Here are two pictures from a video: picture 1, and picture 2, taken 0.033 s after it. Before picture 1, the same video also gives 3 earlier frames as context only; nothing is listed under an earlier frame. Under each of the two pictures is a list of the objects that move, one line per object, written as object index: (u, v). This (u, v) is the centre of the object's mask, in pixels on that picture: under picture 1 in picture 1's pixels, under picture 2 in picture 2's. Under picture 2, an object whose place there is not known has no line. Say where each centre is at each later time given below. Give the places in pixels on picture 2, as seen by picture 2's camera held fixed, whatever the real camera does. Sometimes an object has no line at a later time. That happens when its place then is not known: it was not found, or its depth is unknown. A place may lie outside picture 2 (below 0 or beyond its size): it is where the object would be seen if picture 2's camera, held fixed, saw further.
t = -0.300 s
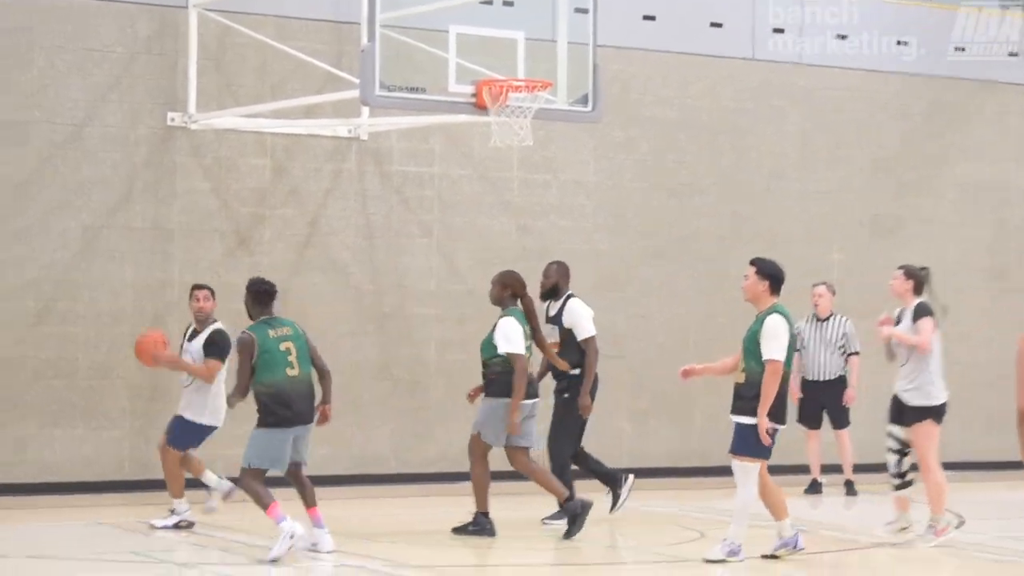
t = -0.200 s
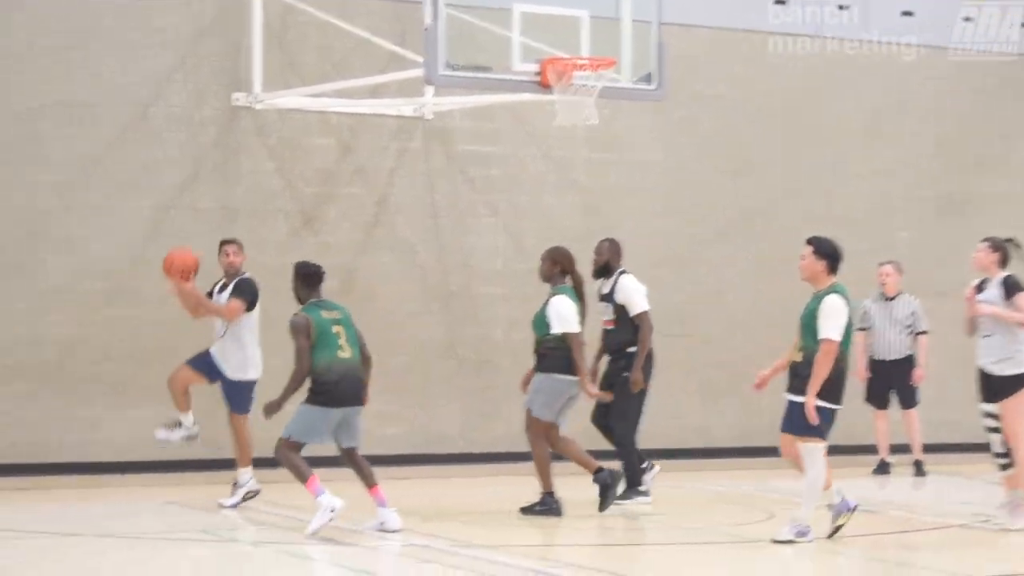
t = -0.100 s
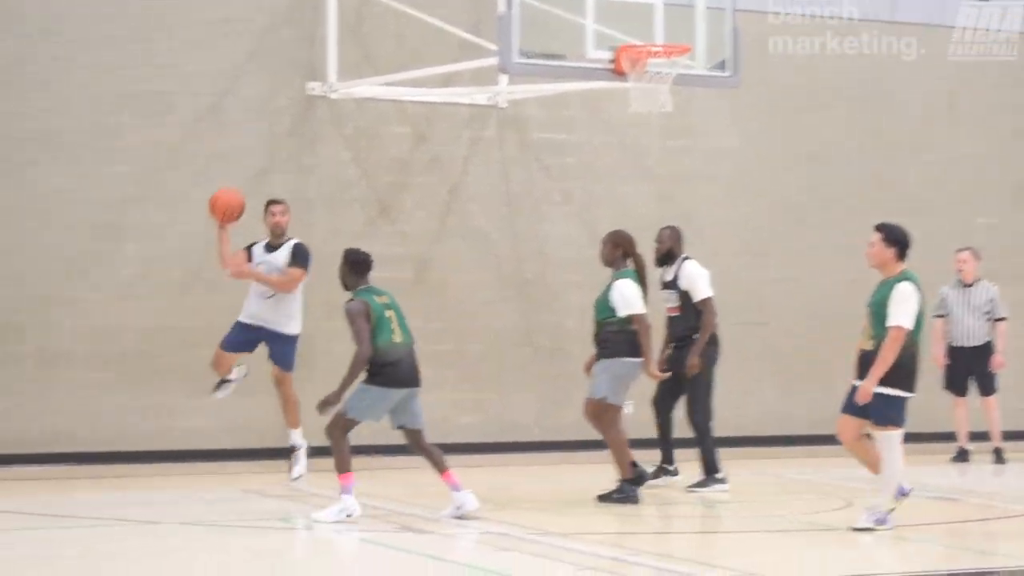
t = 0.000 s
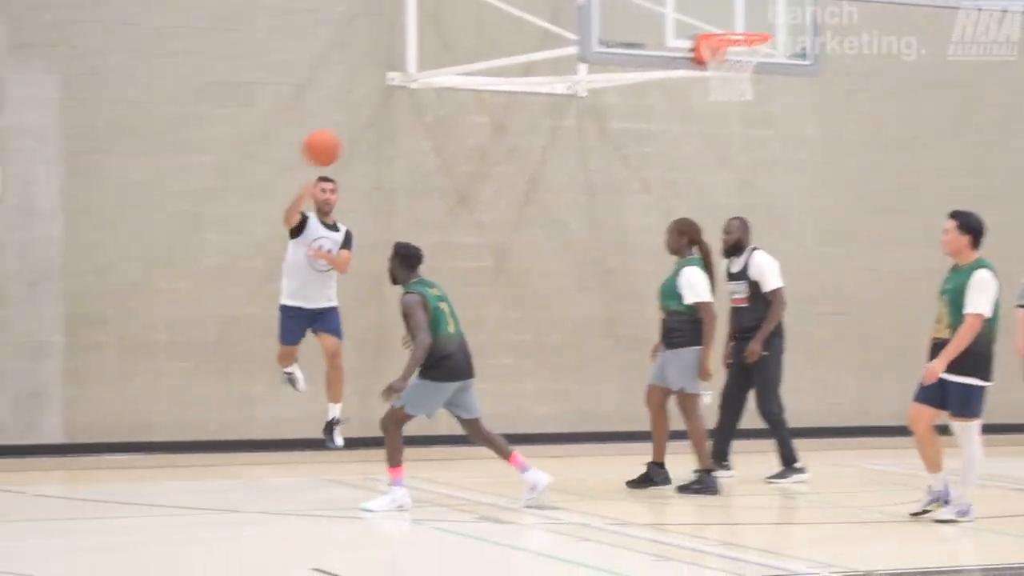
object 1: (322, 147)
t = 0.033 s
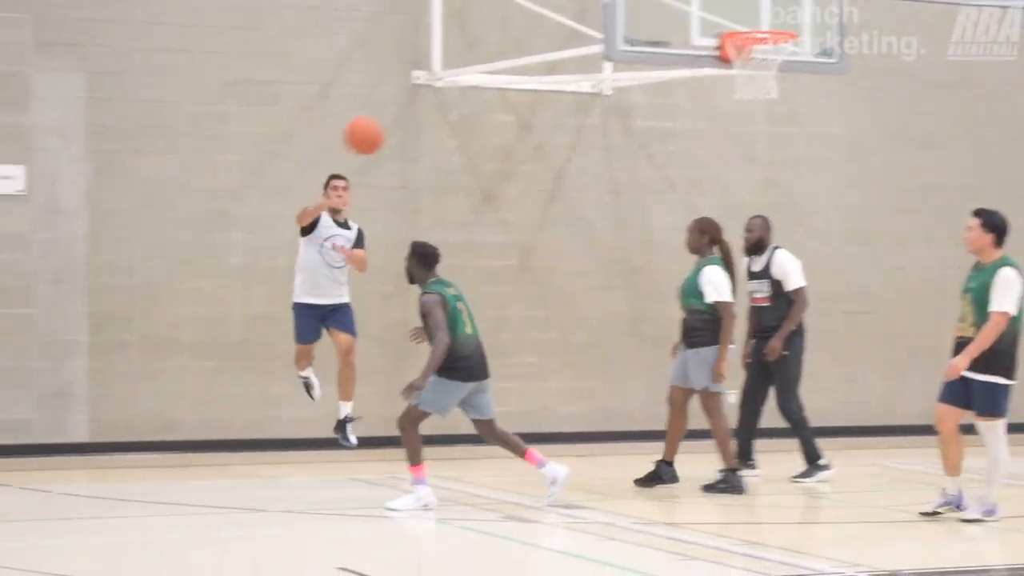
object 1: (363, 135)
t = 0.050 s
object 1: (372, 131)
